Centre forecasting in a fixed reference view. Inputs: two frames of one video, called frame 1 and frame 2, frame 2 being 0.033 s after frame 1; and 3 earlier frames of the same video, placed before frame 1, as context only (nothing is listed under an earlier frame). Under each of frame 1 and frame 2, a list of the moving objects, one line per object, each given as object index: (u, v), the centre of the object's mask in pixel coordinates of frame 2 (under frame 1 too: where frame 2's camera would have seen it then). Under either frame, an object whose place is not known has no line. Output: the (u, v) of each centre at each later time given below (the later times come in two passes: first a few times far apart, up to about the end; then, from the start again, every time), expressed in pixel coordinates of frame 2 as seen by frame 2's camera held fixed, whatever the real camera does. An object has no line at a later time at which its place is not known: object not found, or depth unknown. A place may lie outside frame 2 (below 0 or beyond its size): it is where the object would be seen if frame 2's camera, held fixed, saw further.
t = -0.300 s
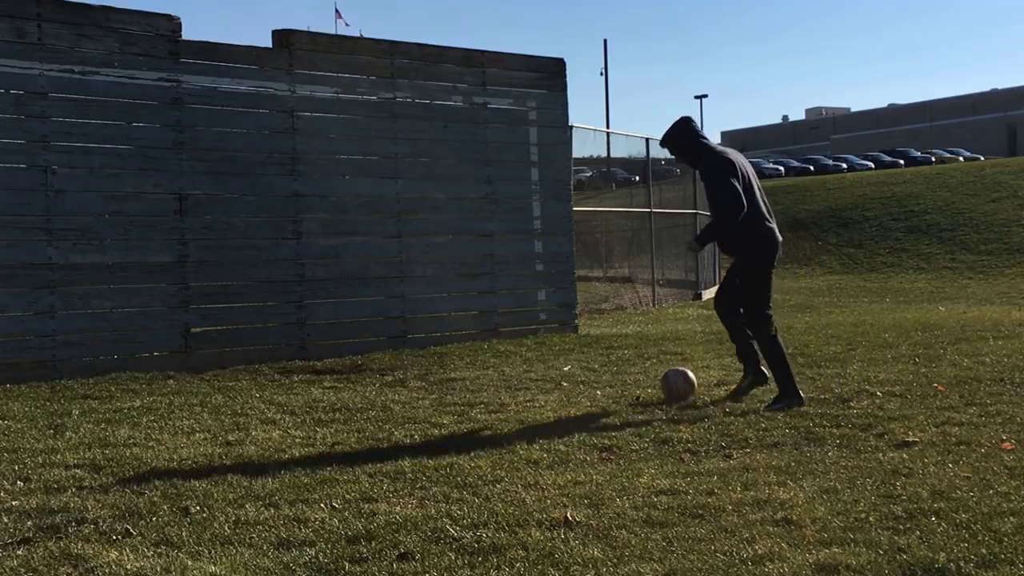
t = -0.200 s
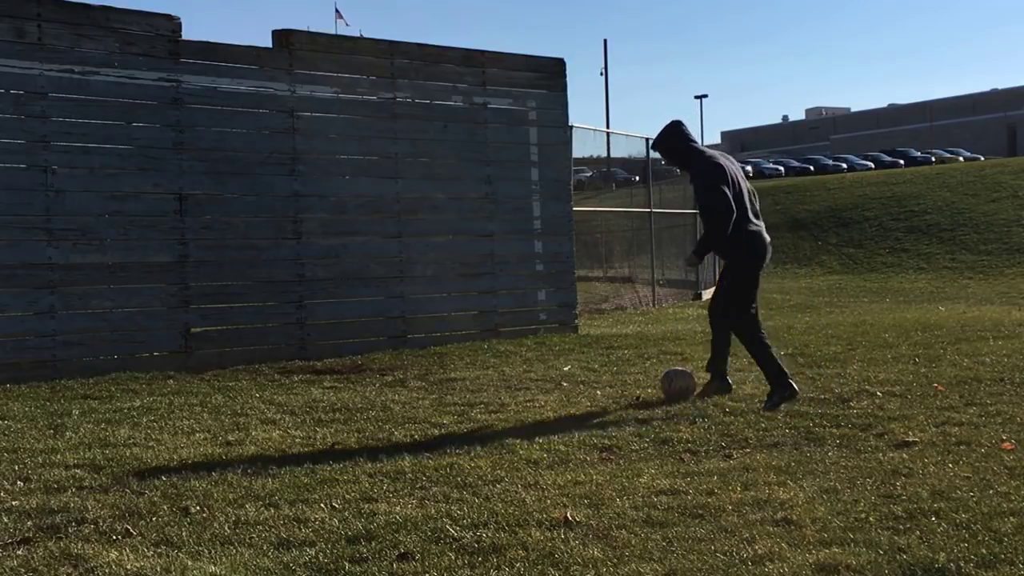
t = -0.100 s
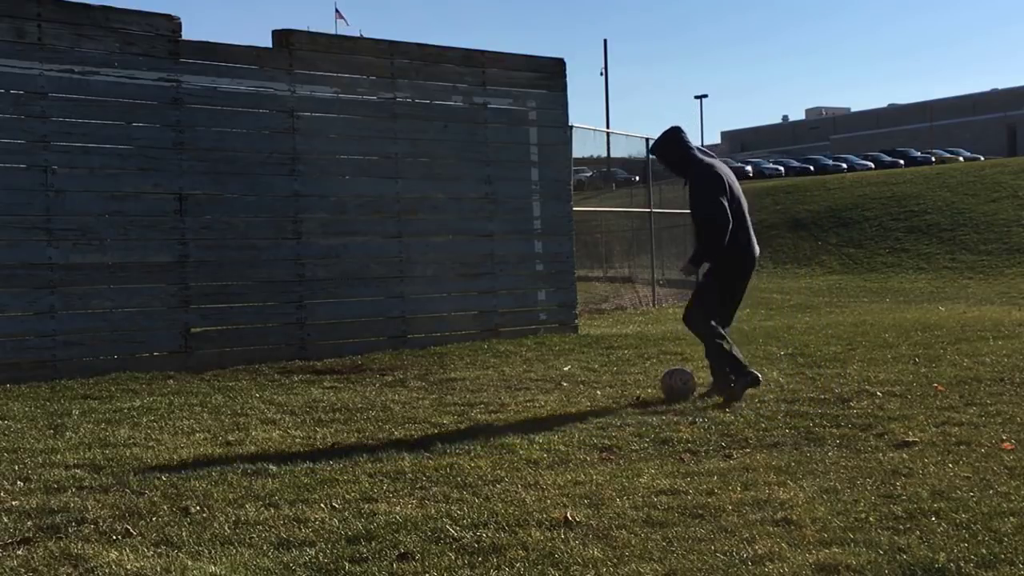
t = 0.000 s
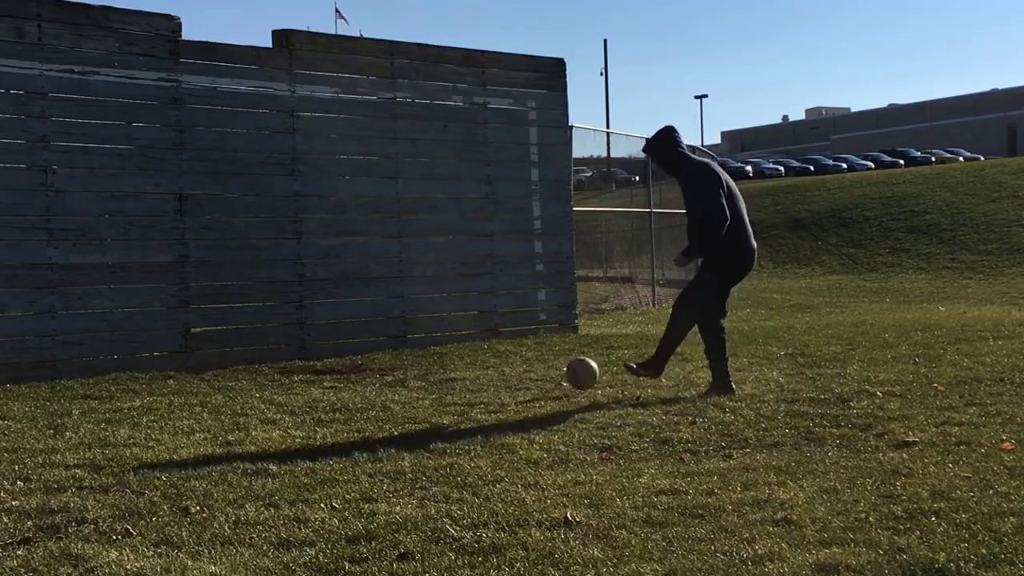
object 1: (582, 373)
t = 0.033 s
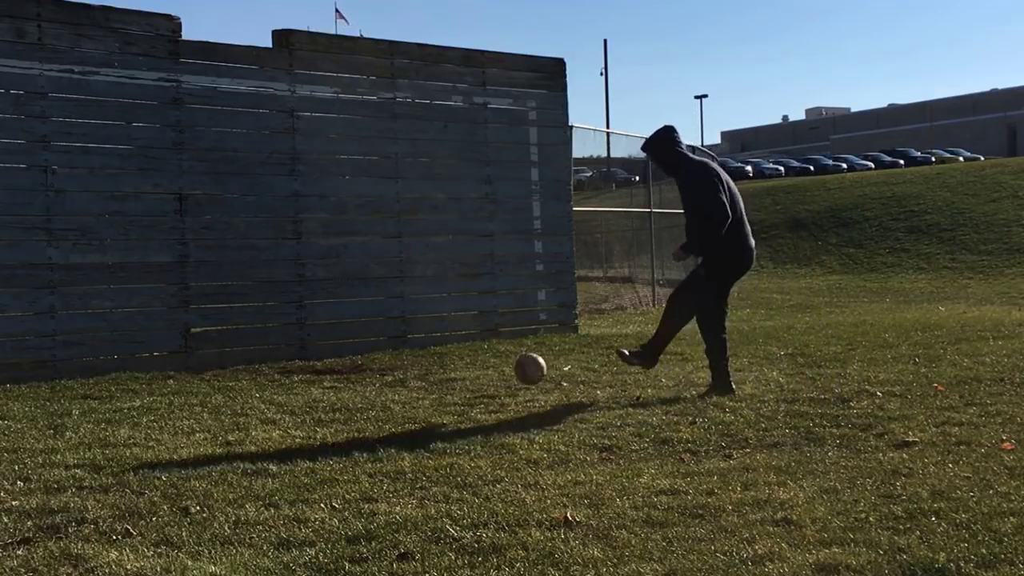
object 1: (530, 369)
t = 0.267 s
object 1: (261, 342)
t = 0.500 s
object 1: (231, 265)
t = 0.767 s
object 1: (345, 234)
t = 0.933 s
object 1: (437, 264)
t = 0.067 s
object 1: (482, 367)
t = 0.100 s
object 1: (436, 367)
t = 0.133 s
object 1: (393, 368)
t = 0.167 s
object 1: (353, 370)
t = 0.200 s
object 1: (316, 372)
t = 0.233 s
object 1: (287, 358)
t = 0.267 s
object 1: (261, 342)
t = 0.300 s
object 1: (233, 329)
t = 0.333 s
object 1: (209, 317)
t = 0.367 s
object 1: (182, 309)
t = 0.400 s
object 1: (194, 296)
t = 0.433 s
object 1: (207, 284)
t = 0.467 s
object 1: (218, 275)
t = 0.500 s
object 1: (231, 265)
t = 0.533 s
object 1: (245, 256)
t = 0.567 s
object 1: (257, 250)
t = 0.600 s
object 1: (271, 244)
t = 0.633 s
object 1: (285, 240)
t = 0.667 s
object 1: (300, 237)
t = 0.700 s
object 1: (315, 235)
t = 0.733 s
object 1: (330, 233)
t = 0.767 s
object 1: (345, 234)
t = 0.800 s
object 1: (363, 237)
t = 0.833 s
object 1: (378, 241)
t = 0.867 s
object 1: (397, 247)
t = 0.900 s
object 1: (415, 254)
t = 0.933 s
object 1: (437, 264)
